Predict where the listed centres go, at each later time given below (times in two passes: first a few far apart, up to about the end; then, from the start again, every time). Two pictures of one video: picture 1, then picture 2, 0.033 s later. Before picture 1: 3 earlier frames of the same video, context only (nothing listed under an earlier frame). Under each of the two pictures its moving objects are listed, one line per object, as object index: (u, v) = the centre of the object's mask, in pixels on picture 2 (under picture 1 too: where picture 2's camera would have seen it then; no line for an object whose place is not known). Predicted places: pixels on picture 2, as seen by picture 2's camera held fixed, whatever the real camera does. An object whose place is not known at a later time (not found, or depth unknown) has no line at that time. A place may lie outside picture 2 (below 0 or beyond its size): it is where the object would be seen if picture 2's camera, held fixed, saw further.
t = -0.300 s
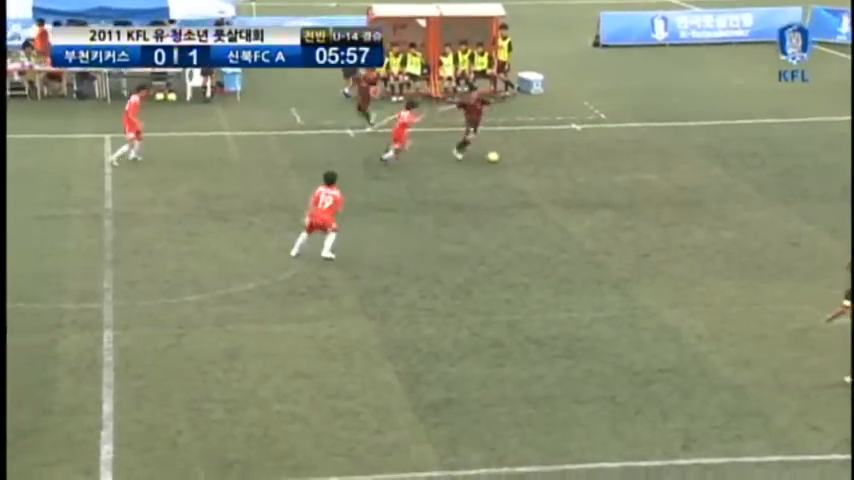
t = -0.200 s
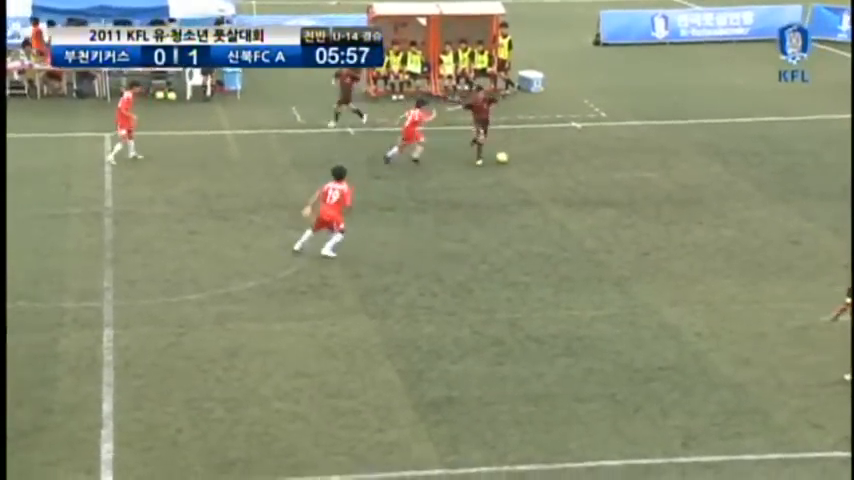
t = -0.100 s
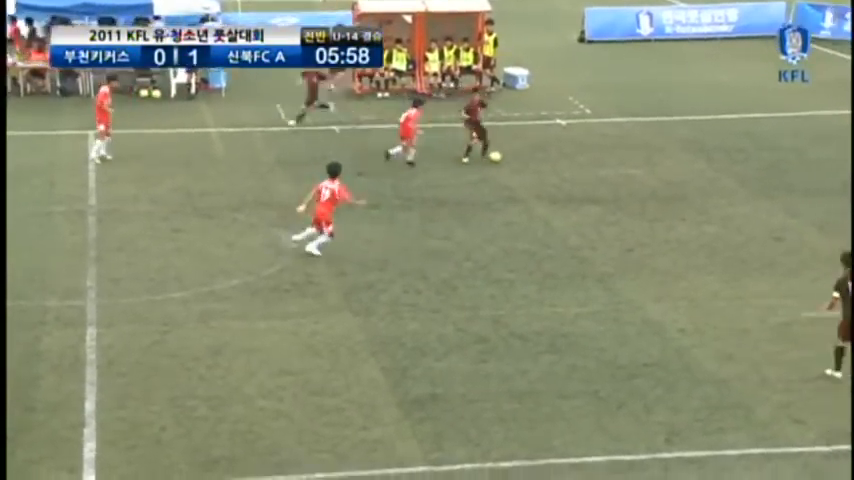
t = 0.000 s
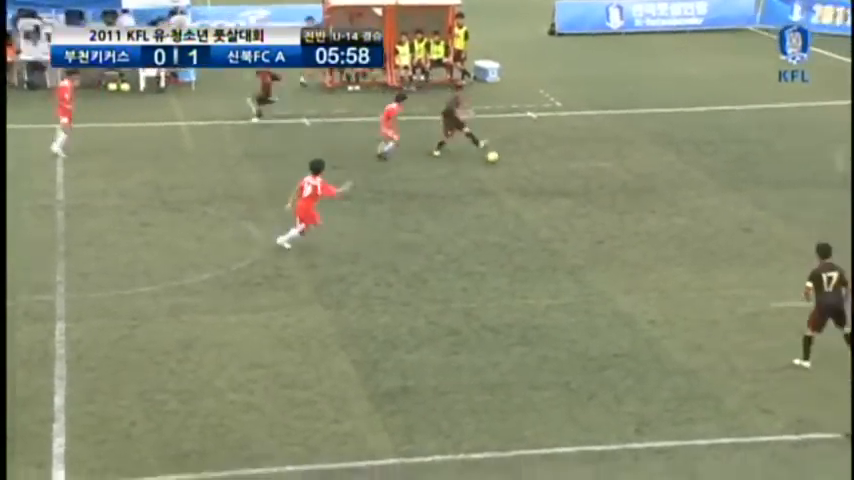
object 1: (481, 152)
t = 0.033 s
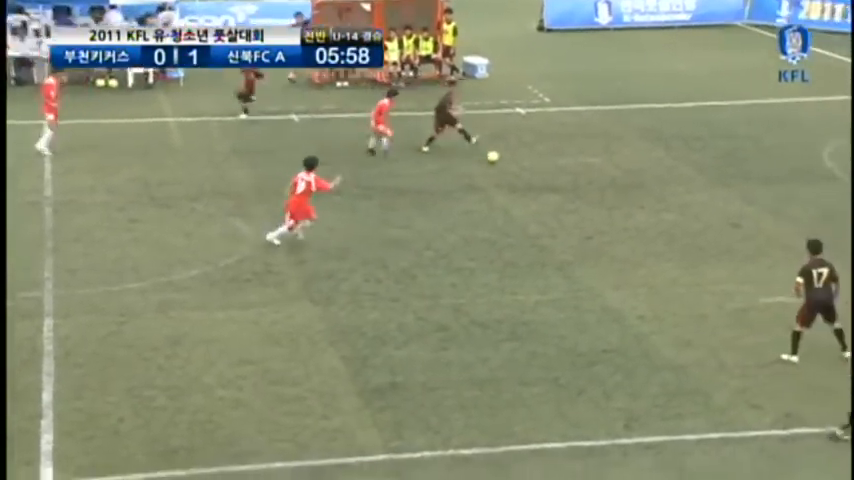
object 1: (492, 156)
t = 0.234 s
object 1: (561, 180)
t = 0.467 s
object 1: (636, 208)
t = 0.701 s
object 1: (707, 236)
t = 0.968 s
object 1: (789, 266)
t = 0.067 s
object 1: (504, 161)
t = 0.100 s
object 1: (516, 167)
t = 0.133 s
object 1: (527, 169)
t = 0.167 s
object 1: (538, 173)
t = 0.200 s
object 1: (549, 176)
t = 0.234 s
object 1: (561, 180)
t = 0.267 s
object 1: (572, 186)
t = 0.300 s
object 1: (582, 189)
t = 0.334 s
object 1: (593, 192)
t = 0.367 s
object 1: (604, 196)
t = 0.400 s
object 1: (615, 200)
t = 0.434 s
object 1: (626, 206)
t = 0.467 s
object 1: (636, 208)
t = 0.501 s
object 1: (647, 212)
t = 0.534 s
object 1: (657, 216)
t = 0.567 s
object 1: (667, 221)
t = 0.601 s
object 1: (677, 224)
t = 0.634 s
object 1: (687, 228)
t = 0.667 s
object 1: (697, 232)
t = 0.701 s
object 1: (707, 236)
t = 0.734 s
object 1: (717, 239)
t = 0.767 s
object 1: (727, 242)
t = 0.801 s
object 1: (737, 247)
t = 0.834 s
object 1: (747, 249)
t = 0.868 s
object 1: (758, 252)
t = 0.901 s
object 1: (768, 256)
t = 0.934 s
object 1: (778, 261)
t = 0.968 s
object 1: (789, 266)
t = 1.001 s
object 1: (799, 269)
